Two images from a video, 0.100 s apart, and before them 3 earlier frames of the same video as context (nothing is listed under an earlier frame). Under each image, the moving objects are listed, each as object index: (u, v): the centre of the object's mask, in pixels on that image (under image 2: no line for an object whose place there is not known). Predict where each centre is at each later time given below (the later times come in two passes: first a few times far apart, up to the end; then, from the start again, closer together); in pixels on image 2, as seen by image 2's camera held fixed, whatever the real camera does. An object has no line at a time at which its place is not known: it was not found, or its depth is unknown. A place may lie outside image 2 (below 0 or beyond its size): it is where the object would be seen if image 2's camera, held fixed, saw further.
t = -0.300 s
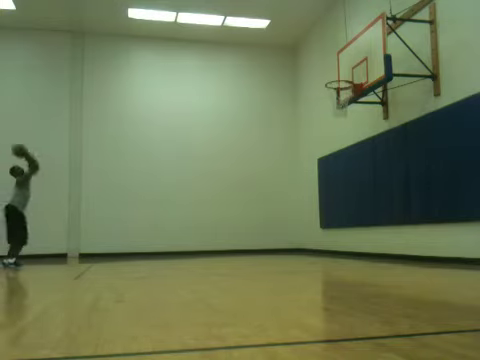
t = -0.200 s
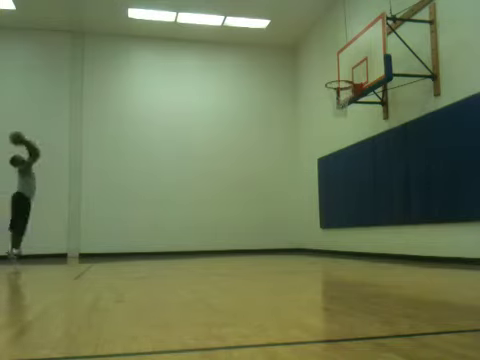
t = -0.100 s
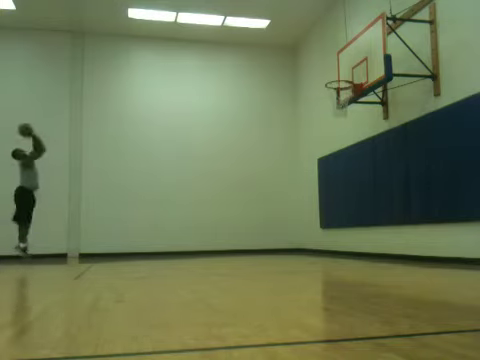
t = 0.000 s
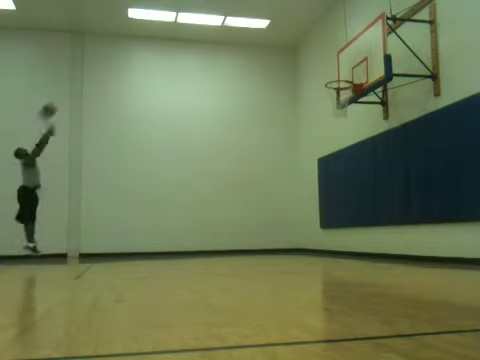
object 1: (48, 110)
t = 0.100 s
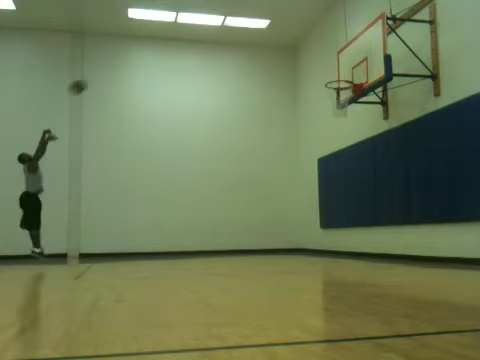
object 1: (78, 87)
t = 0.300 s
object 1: (137, 54)
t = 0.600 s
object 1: (226, 41)
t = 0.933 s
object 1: (322, 78)
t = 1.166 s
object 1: (322, 60)
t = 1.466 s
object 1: (322, 80)
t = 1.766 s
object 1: (310, 105)
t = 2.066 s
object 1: (299, 173)
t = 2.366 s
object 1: (289, 232)
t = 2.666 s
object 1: (279, 175)
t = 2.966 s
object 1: (271, 163)
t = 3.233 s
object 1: (265, 190)
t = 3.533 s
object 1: (259, 247)
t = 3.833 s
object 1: (252, 206)
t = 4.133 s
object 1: (246, 206)
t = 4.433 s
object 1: (242, 246)
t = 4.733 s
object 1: (235, 225)
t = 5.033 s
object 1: (229, 232)
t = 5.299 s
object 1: (225, 241)
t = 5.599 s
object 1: (220, 235)
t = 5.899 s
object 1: (215, 243)
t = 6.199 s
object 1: (210, 244)
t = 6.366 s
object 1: (208, 246)
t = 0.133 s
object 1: (87, 79)
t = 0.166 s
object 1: (98, 73)
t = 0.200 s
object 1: (108, 67)
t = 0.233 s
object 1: (117, 62)
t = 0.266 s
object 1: (127, 57)
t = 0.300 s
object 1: (137, 54)
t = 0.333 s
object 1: (147, 50)
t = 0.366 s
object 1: (156, 47)
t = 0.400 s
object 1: (167, 45)
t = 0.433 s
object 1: (177, 43)
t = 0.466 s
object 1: (186, 42)
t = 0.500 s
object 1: (197, 41)
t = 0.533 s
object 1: (207, 41)
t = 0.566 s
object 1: (217, 41)
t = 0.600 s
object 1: (226, 41)
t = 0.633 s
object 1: (236, 43)
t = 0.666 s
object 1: (246, 45)
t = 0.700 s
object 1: (256, 48)
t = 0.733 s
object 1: (266, 52)
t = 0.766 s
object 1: (276, 56)
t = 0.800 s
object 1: (287, 59)
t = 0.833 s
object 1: (296, 65)
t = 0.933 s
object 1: (322, 78)
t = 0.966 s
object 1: (322, 74)
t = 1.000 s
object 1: (322, 70)
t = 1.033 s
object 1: (322, 67)
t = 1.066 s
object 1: (322, 64)
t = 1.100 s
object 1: (322, 62)
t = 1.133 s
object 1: (322, 61)
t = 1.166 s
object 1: (322, 60)
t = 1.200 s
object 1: (322, 60)
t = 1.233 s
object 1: (322, 60)
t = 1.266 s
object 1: (322, 61)
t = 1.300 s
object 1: (321, 63)
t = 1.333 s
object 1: (322, 65)
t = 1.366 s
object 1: (322, 67)
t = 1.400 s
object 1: (322, 71)
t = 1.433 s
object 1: (322, 75)
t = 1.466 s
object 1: (322, 80)
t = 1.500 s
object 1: (321, 83)
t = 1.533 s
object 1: (320, 83)
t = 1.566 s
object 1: (319, 85)
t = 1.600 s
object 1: (317, 87)
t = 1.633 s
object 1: (316, 89)
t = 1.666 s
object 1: (314, 92)
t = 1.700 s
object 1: (313, 96)
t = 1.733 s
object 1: (311, 100)
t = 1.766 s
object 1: (310, 105)
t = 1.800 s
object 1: (309, 111)
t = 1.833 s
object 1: (308, 116)
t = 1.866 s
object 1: (306, 123)
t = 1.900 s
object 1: (305, 130)
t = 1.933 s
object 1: (304, 138)
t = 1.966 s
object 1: (303, 146)
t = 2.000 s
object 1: (302, 154)
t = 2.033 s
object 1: (301, 164)
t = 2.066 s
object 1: (299, 173)
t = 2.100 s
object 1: (298, 184)
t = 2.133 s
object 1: (297, 195)
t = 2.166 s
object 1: (296, 207)
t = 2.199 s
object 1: (295, 219)
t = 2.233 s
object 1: (295, 232)
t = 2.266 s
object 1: (293, 242)
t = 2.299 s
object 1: (293, 251)
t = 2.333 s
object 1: (291, 242)
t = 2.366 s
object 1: (289, 232)
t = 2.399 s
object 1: (288, 224)
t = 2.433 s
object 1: (287, 215)
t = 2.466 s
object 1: (286, 208)
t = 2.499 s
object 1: (285, 201)
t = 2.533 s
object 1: (284, 194)
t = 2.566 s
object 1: (283, 189)
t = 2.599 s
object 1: (281, 184)
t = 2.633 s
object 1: (280, 179)
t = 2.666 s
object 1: (279, 175)
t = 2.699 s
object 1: (278, 172)
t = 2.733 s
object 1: (278, 169)
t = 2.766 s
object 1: (277, 166)
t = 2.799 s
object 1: (276, 164)
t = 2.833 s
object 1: (275, 163)
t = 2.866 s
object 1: (274, 163)
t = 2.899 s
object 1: (273, 162)
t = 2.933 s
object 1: (272, 163)
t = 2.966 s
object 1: (271, 163)
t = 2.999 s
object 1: (271, 165)
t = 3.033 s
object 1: (270, 167)
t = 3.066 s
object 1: (269, 170)
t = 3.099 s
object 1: (268, 173)
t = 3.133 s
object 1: (267, 176)
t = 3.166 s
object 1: (266, 180)
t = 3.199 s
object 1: (265, 185)
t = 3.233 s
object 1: (265, 190)
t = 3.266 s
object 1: (264, 196)
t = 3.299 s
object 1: (263, 202)
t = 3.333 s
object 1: (263, 208)
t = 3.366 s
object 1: (262, 216)
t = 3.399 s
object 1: (261, 224)
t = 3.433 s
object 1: (261, 232)
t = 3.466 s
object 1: (260, 241)
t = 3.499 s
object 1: (260, 249)
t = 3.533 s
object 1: (259, 247)
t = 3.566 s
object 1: (258, 242)
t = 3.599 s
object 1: (257, 235)
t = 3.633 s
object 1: (256, 230)
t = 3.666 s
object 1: (255, 224)
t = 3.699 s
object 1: (255, 219)
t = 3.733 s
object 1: (254, 216)
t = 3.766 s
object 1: (253, 212)
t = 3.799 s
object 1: (253, 209)
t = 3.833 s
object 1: (252, 206)
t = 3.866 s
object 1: (251, 204)
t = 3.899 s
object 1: (250, 202)
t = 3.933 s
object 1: (250, 201)
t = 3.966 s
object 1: (249, 201)
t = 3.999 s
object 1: (249, 201)
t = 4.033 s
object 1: (248, 201)
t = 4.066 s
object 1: (247, 202)
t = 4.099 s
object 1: (247, 204)
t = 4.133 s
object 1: (246, 206)
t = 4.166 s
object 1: (245, 208)
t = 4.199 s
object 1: (245, 211)
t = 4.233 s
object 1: (244, 215)
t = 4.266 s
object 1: (244, 219)
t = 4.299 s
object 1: (243, 223)
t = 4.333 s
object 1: (243, 228)
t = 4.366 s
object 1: (243, 233)
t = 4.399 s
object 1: (242, 239)
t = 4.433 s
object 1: (242, 246)
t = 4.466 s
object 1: (241, 248)
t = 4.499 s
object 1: (240, 246)
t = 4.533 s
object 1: (239, 242)
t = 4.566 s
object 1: (238, 238)
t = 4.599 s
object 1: (237, 234)
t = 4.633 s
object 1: (237, 231)
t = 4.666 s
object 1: (236, 229)
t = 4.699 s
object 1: (236, 227)
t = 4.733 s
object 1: (235, 225)
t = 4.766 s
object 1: (234, 224)
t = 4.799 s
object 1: (234, 224)
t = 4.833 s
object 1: (233, 223)
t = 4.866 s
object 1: (233, 223)
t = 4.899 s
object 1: (232, 224)
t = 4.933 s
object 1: (231, 225)
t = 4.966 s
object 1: (230, 227)
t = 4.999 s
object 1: (230, 229)
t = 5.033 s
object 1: (229, 232)
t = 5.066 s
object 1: (228, 235)
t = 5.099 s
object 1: (228, 239)
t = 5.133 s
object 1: (227, 243)
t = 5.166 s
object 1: (227, 247)
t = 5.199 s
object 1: (227, 251)
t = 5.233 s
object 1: (226, 248)
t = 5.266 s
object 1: (225, 244)
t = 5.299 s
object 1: (225, 241)
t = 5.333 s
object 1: (224, 238)
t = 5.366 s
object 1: (223, 237)
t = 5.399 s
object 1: (223, 235)
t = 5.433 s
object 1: (222, 234)
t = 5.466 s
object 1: (222, 234)
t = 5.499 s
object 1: (221, 234)
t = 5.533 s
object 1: (221, 234)
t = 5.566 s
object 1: (220, 234)
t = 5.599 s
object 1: (220, 235)
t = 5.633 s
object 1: (219, 237)
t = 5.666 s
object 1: (219, 239)
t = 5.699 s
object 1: (218, 242)
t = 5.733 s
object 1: (218, 245)
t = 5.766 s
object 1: (218, 248)
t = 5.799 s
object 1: (218, 248)
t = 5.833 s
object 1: (217, 247)
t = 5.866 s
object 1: (216, 246)
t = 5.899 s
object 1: (215, 243)
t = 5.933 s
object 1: (215, 242)
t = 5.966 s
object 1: (215, 240)
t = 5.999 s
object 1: (214, 240)
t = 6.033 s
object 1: (213, 240)
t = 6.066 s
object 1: (213, 240)
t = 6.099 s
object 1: (212, 240)
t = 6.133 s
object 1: (212, 241)
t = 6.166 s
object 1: (211, 242)
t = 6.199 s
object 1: (210, 244)
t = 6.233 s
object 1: (210, 246)
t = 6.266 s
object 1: (209, 248)
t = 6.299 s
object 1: (209, 248)
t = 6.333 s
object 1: (208, 247)
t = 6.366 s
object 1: (208, 246)
